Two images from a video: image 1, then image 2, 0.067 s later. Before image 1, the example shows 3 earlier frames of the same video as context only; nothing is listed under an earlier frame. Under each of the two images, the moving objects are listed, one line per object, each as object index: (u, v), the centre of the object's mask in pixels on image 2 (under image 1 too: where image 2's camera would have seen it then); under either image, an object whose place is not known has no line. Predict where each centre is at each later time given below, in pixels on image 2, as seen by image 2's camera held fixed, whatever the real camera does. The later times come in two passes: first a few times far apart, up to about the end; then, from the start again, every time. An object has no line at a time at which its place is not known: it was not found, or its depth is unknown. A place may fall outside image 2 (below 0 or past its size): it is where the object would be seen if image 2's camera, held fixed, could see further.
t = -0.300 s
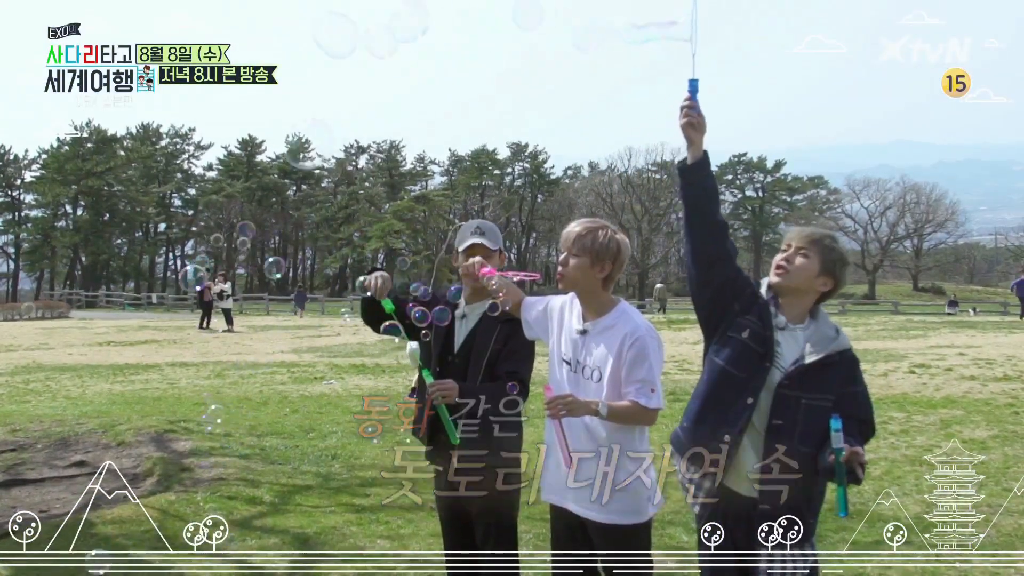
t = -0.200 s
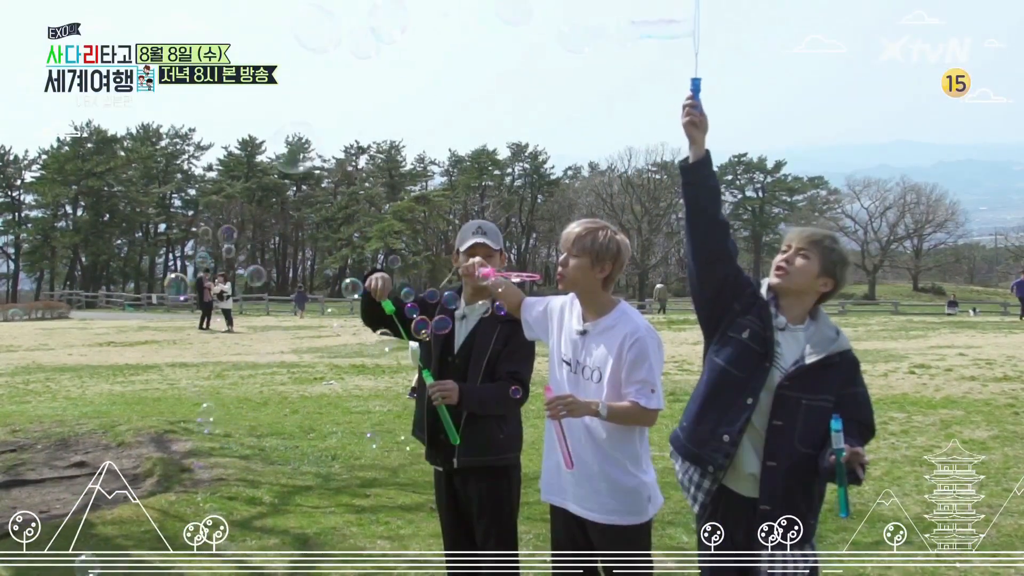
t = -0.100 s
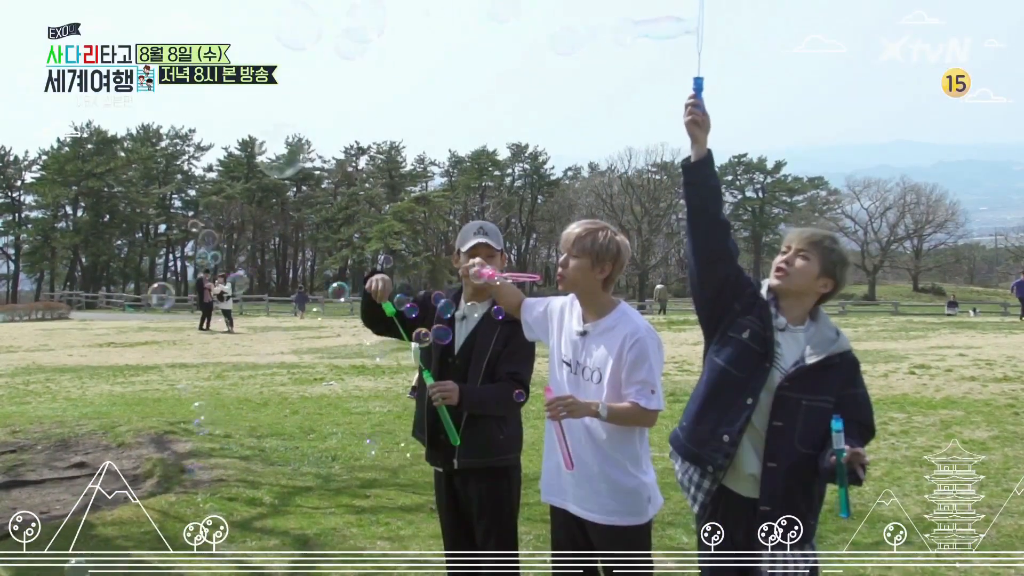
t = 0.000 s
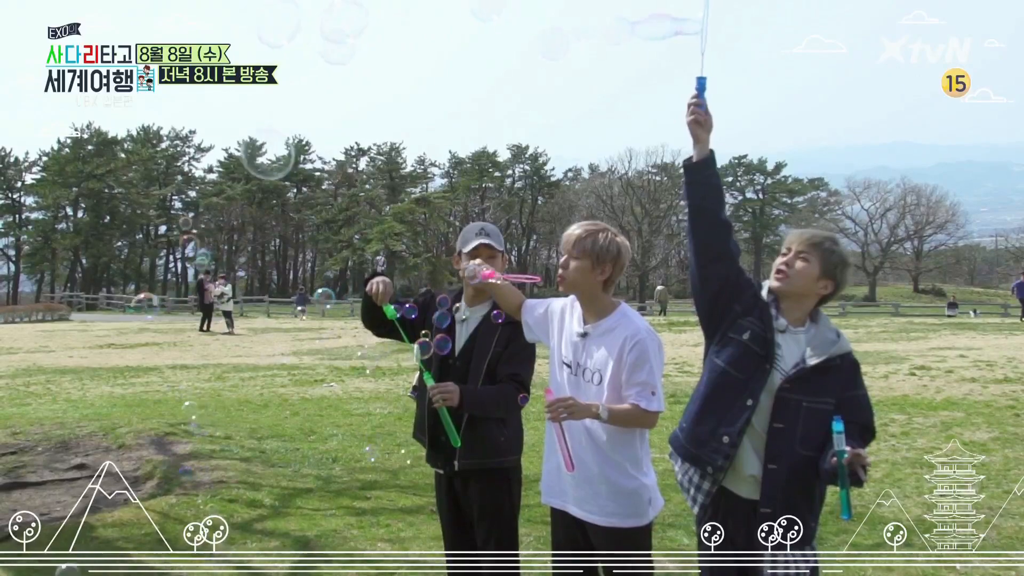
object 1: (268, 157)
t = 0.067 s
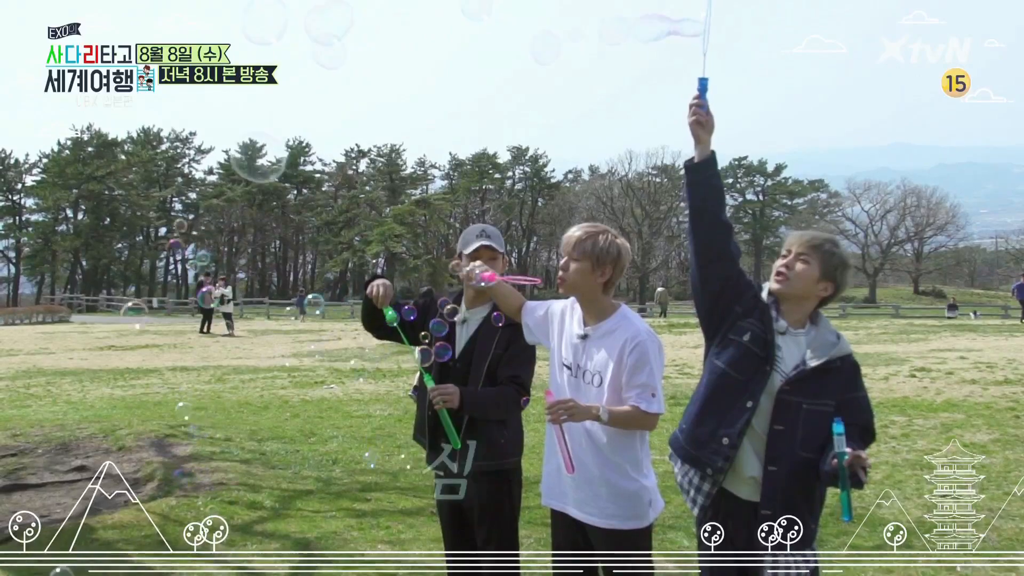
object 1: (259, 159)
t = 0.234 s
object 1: (239, 165)
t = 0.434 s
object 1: (201, 168)
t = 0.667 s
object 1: (162, 170)
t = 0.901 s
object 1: (119, 174)
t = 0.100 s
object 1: (254, 170)
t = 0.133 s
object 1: (247, 171)
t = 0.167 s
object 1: (248, 176)
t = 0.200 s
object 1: (246, 178)
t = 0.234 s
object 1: (239, 165)
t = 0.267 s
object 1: (229, 163)
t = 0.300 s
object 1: (223, 163)
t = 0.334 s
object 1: (218, 163)
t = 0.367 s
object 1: (213, 165)
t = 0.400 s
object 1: (207, 169)
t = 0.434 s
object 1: (201, 168)
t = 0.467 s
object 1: (196, 168)
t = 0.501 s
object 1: (189, 168)
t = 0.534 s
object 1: (185, 167)
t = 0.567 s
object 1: (180, 168)
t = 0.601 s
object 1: (172, 169)
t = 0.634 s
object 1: (168, 169)
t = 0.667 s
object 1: (162, 170)
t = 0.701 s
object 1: (157, 170)
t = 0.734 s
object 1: (151, 171)
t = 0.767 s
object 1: (145, 172)
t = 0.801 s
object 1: (138, 172)
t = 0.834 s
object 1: (132, 173)
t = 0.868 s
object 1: (125, 173)
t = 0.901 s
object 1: (119, 174)
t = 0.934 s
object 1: (112, 174)
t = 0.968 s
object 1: (105, 175)
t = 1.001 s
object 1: (99, 175)
